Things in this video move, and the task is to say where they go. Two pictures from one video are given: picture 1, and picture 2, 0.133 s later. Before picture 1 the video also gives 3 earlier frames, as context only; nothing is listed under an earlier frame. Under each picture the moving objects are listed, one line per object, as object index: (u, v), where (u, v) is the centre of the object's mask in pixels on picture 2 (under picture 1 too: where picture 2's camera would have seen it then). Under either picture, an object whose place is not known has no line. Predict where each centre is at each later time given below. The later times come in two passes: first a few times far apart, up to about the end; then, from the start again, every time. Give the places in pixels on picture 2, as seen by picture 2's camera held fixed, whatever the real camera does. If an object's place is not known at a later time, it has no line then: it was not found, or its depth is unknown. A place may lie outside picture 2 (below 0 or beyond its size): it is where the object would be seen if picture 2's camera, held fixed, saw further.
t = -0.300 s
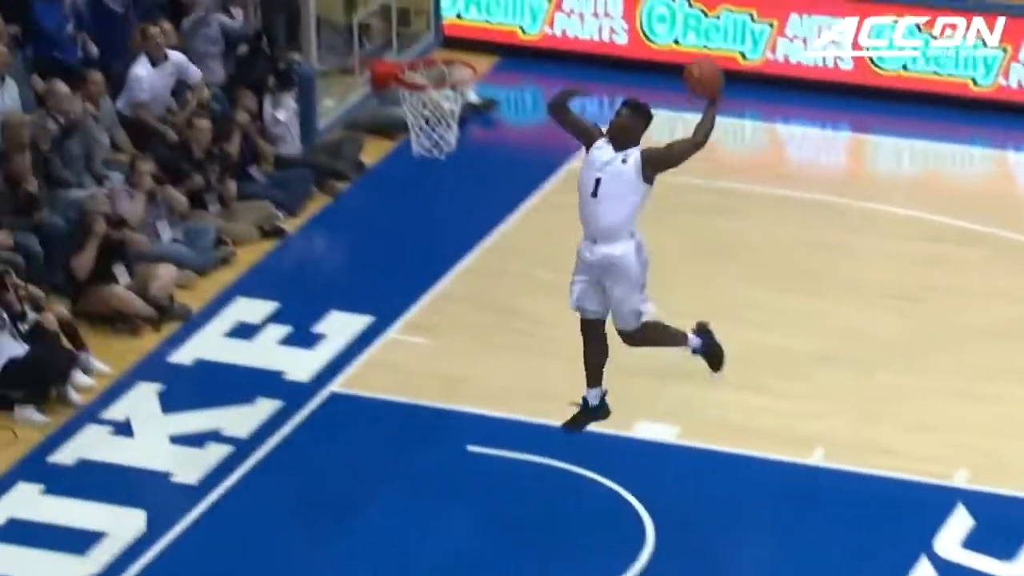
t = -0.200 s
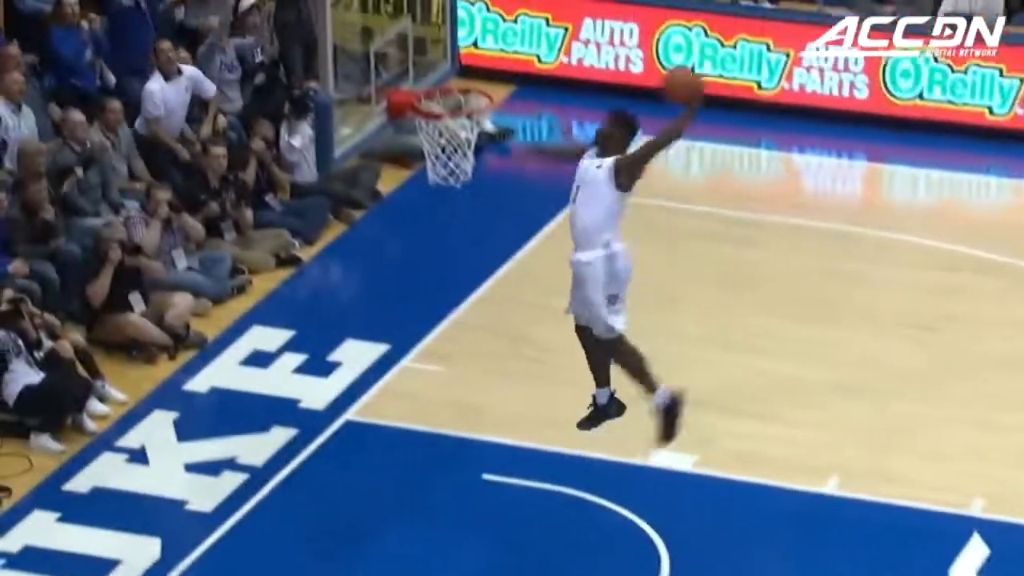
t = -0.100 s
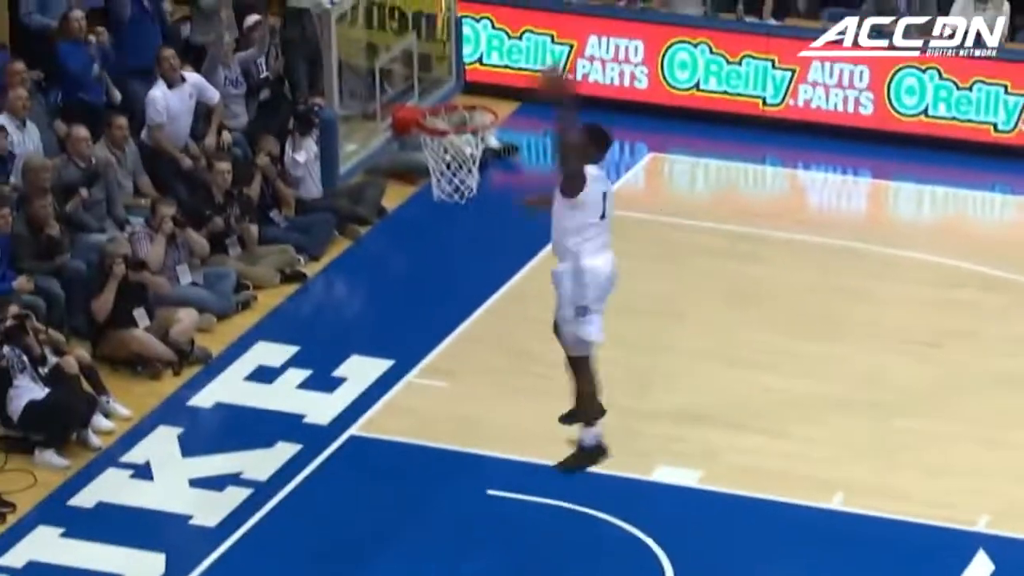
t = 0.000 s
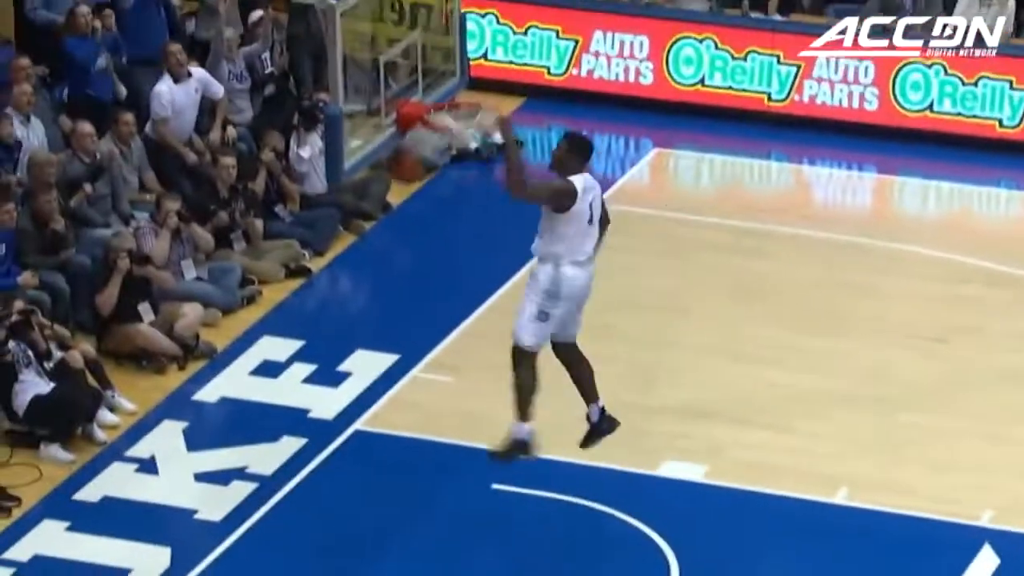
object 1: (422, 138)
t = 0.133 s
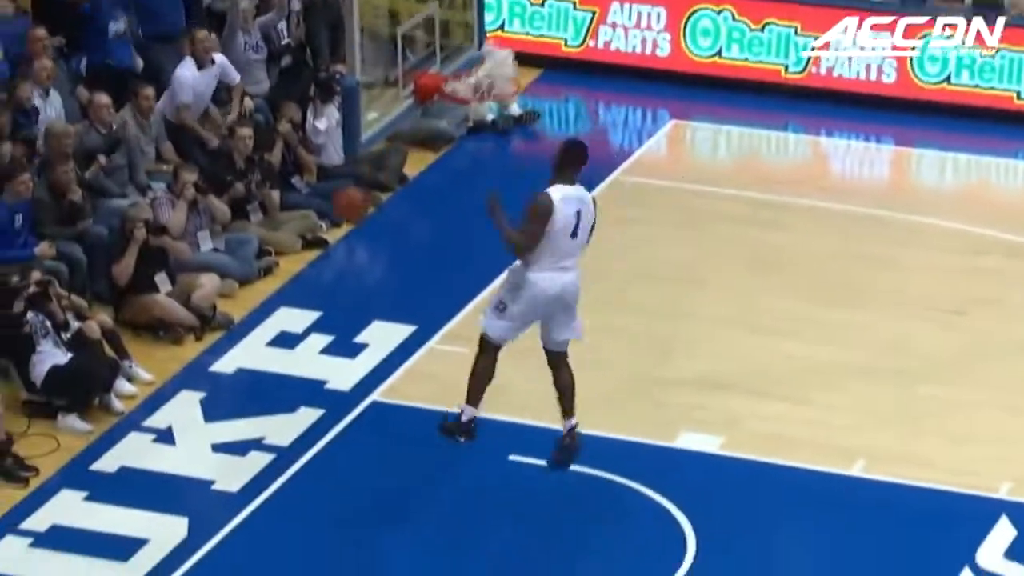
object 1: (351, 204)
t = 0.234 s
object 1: (298, 269)
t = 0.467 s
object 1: (196, 439)
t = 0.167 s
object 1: (333, 226)
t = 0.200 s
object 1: (315, 248)
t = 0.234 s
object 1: (298, 269)
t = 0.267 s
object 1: (281, 294)
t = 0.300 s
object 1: (266, 319)
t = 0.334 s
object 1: (249, 344)
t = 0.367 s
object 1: (233, 372)
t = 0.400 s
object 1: (217, 399)
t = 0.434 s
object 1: (201, 429)
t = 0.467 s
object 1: (196, 439)
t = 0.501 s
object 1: (207, 413)
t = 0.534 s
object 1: (217, 390)
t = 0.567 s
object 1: (228, 368)
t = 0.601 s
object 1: (239, 348)
